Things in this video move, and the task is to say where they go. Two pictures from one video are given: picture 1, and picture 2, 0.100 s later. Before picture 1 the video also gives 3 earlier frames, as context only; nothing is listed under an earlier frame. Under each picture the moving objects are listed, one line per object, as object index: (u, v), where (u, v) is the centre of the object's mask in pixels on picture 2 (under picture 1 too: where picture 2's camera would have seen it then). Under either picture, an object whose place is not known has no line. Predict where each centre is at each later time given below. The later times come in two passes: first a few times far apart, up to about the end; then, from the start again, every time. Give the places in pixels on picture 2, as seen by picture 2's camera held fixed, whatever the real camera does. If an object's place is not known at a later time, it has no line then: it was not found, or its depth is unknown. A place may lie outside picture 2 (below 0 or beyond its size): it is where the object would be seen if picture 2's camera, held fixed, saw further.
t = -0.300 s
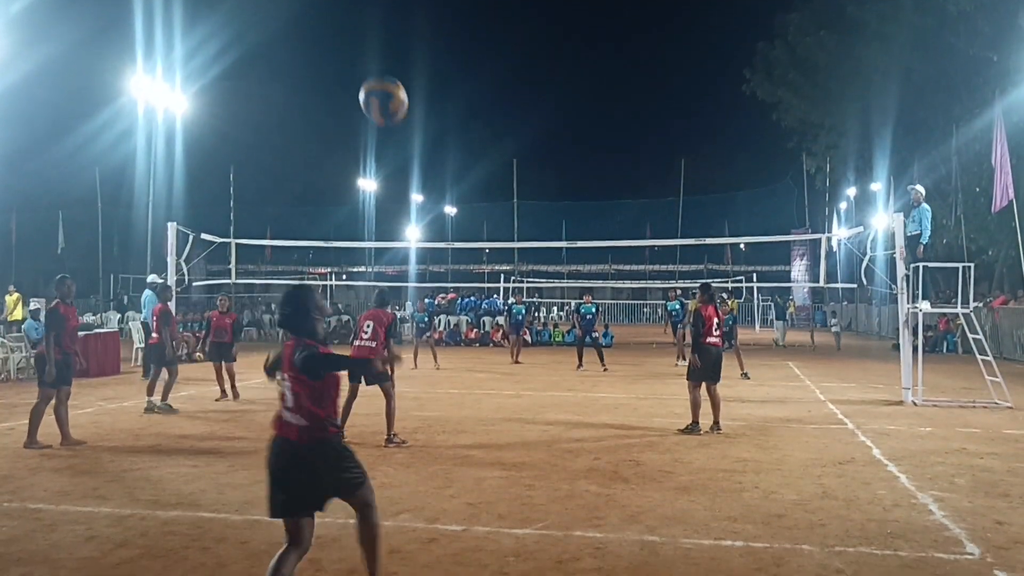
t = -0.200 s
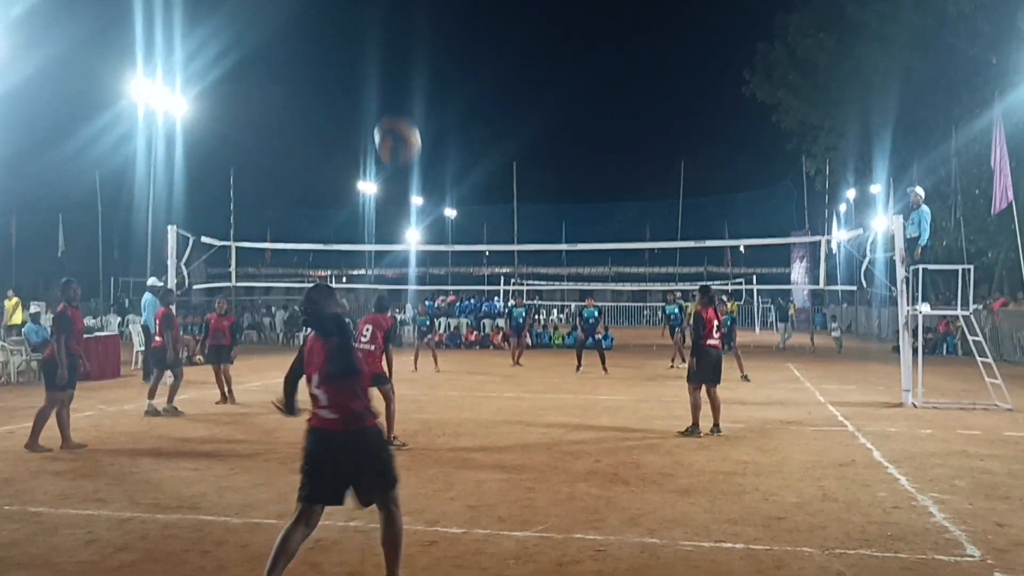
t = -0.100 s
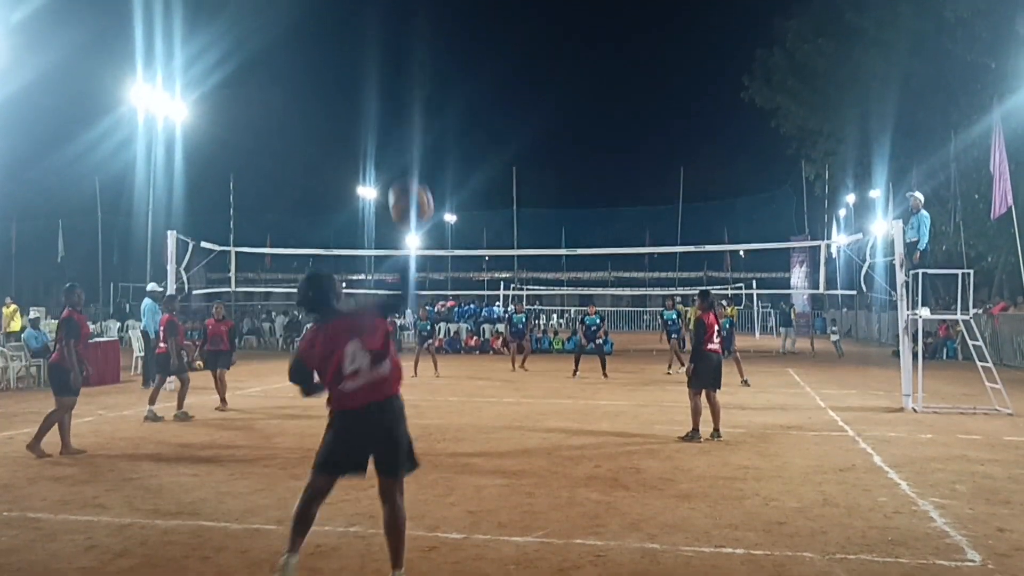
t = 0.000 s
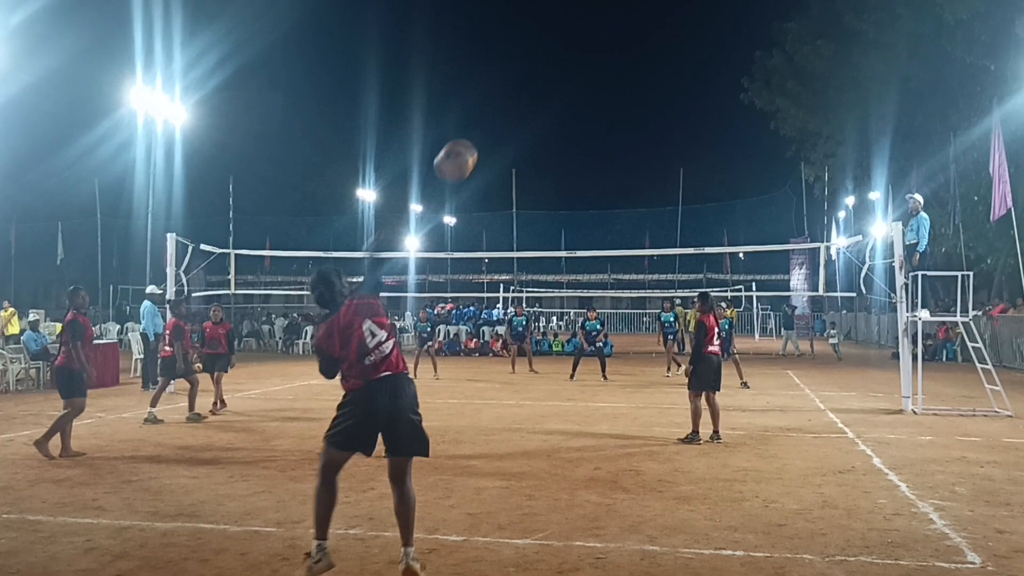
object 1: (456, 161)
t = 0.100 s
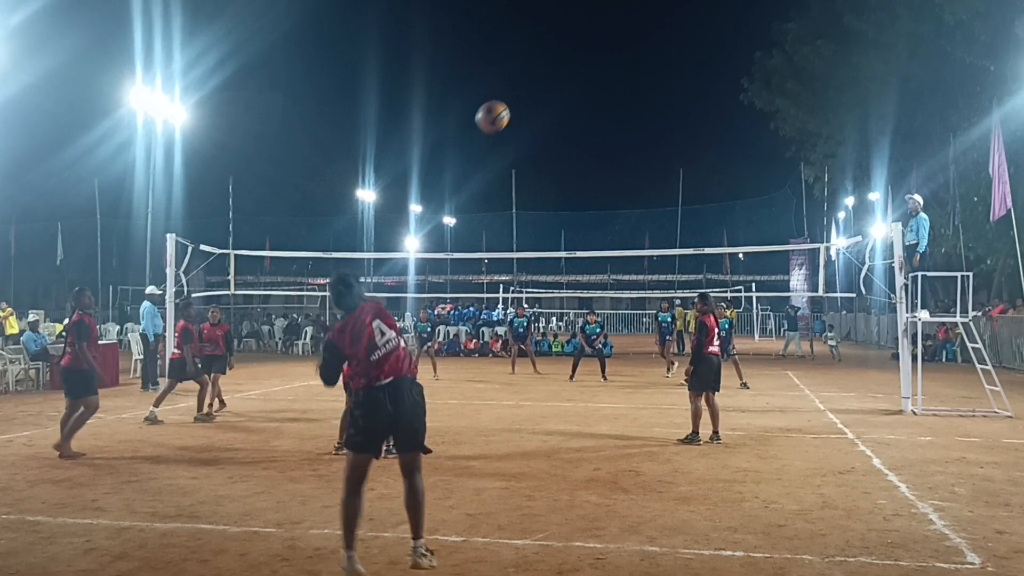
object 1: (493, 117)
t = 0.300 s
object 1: (532, 97)
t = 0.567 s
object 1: (557, 130)
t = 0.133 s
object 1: (501, 109)
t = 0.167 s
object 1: (509, 103)
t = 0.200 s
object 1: (516, 99)
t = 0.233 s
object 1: (522, 97)
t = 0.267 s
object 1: (527, 96)
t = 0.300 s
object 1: (532, 97)
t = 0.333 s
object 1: (537, 98)
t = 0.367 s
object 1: (541, 100)
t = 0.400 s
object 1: (544, 103)
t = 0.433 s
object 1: (547, 107)
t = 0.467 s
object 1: (550, 112)
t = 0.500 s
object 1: (553, 118)
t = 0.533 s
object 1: (555, 124)
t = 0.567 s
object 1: (557, 130)
